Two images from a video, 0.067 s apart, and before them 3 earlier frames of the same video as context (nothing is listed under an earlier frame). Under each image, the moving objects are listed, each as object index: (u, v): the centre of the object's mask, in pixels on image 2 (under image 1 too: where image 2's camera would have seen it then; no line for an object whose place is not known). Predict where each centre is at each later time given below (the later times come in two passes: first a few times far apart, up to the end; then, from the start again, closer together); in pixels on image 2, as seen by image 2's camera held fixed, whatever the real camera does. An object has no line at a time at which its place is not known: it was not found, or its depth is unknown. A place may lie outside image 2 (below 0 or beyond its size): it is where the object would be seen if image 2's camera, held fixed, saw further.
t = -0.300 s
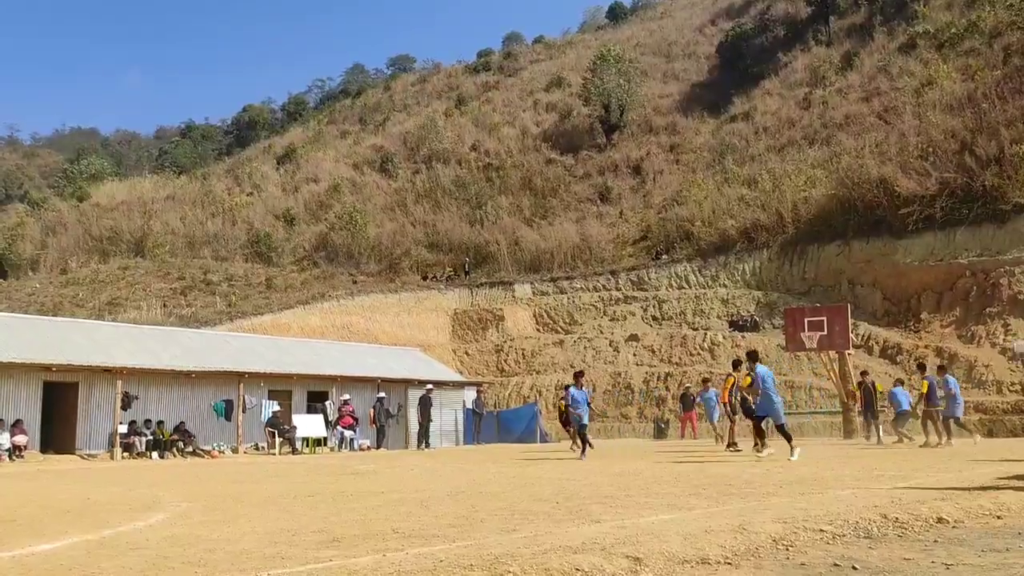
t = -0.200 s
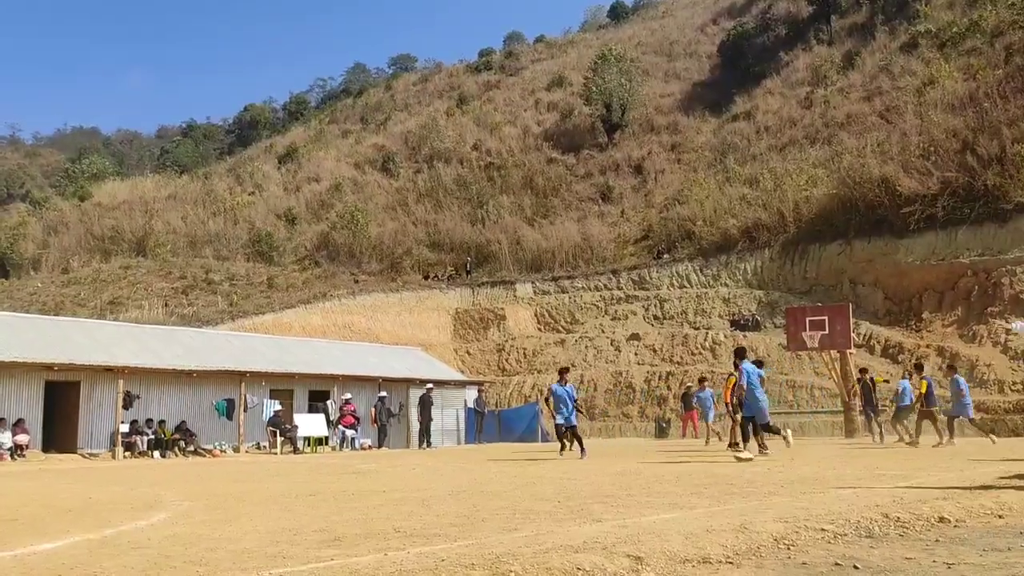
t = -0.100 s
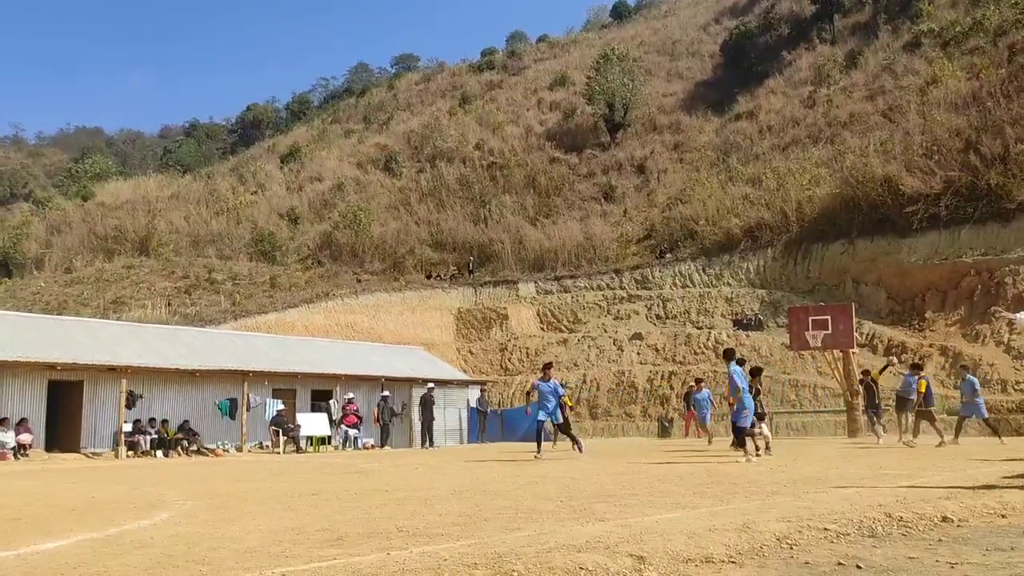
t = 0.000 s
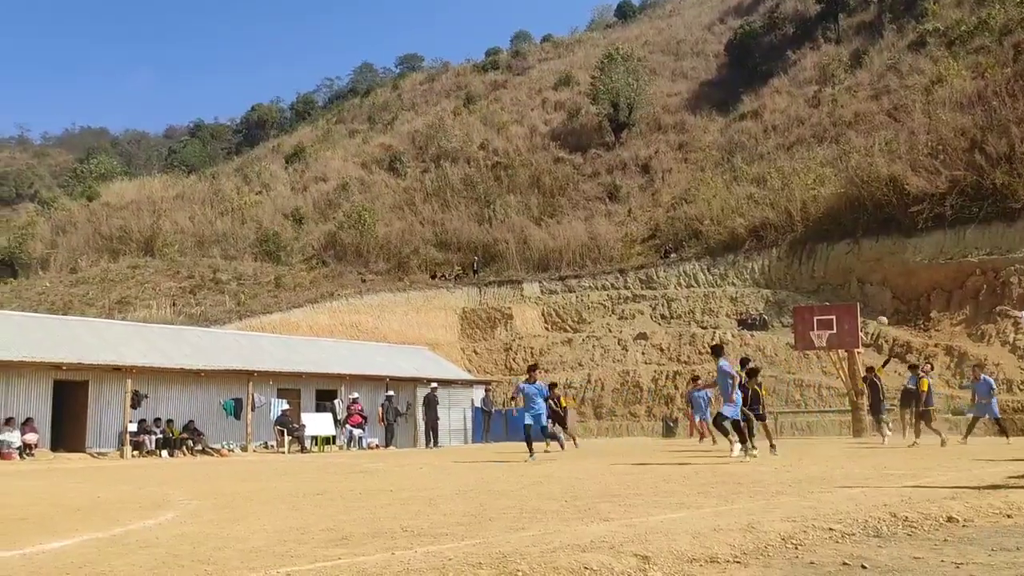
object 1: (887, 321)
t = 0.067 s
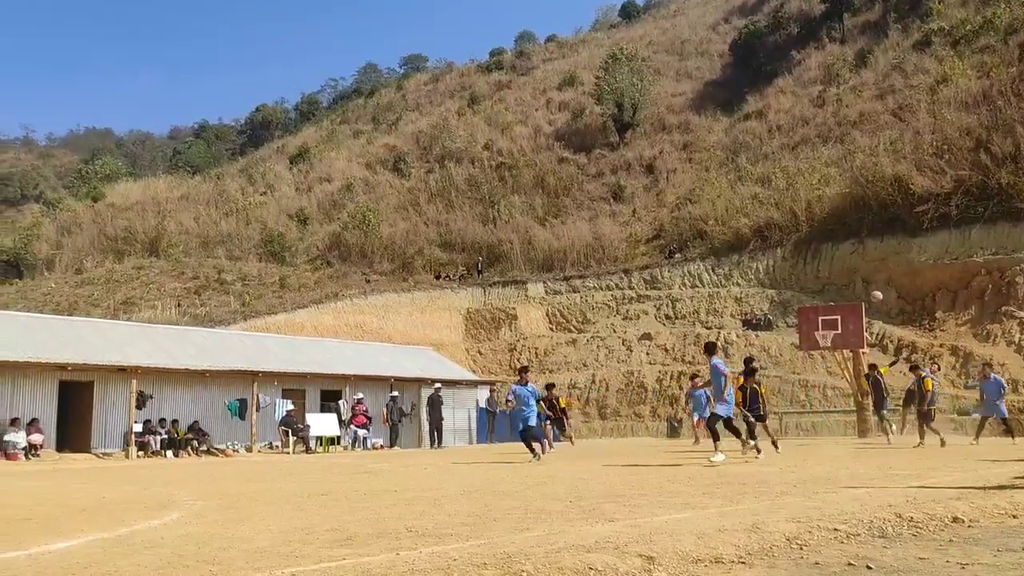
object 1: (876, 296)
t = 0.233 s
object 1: (847, 236)
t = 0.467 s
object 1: (799, 159)
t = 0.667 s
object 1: (749, 104)
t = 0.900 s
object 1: (677, 54)
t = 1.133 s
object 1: (584, 24)
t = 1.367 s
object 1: (457, 28)
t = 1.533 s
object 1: (334, 64)
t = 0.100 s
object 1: (870, 284)
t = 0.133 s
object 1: (865, 272)
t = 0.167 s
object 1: (858, 260)
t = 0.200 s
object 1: (853, 247)
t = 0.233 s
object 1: (847, 236)
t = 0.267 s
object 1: (841, 224)
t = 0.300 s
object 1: (835, 213)
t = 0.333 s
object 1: (827, 201)
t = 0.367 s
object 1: (821, 191)
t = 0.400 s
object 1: (815, 179)
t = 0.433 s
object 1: (806, 169)
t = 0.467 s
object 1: (799, 159)
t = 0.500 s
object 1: (792, 148)
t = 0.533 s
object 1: (784, 138)
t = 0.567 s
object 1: (776, 130)
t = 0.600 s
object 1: (768, 121)
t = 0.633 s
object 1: (758, 112)
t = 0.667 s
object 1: (749, 104)
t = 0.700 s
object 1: (739, 96)
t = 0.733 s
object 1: (729, 88)
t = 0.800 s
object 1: (710, 74)
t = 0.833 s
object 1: (698, 66)
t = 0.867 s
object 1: (688, 59)
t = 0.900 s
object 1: (677, 54)
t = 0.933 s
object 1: (665, 48)
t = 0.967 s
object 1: (653, 43)
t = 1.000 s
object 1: (640, 38)
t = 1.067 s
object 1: (613, 31)
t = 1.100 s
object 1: (599, 28)
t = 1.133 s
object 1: (584, 24)
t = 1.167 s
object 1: (569, 23)
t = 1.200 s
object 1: (552, 22)
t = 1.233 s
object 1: (535, 21)
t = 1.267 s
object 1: (517, 22)
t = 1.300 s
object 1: (498, 23)
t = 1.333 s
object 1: (478, 25)
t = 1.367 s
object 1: (457, 28)
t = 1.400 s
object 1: (435, 33)
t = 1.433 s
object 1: (412, 39)
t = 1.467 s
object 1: (387, 45)
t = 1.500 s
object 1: (362, 54)
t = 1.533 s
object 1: (334, 64)
